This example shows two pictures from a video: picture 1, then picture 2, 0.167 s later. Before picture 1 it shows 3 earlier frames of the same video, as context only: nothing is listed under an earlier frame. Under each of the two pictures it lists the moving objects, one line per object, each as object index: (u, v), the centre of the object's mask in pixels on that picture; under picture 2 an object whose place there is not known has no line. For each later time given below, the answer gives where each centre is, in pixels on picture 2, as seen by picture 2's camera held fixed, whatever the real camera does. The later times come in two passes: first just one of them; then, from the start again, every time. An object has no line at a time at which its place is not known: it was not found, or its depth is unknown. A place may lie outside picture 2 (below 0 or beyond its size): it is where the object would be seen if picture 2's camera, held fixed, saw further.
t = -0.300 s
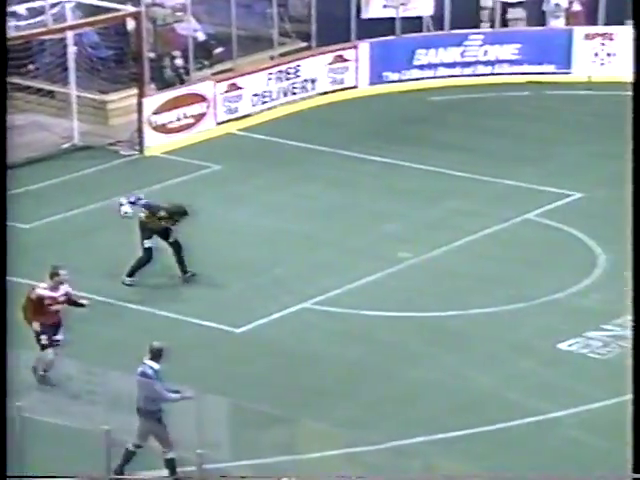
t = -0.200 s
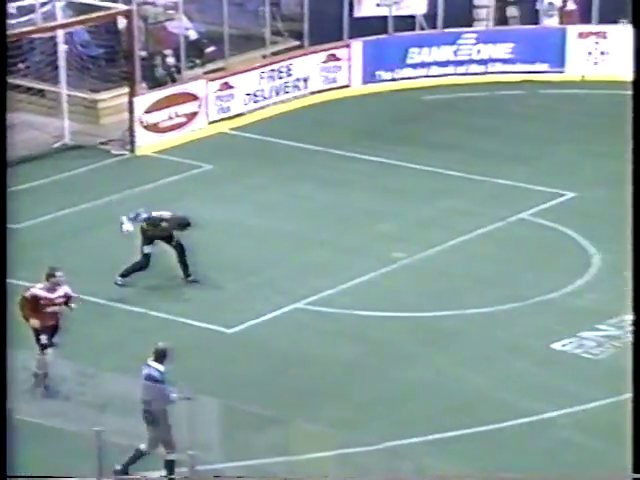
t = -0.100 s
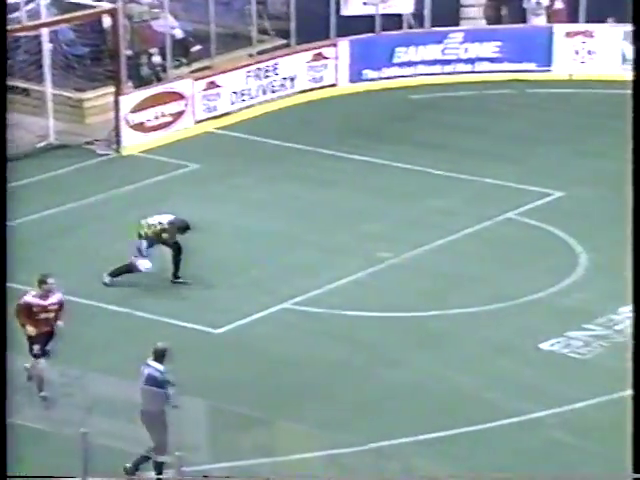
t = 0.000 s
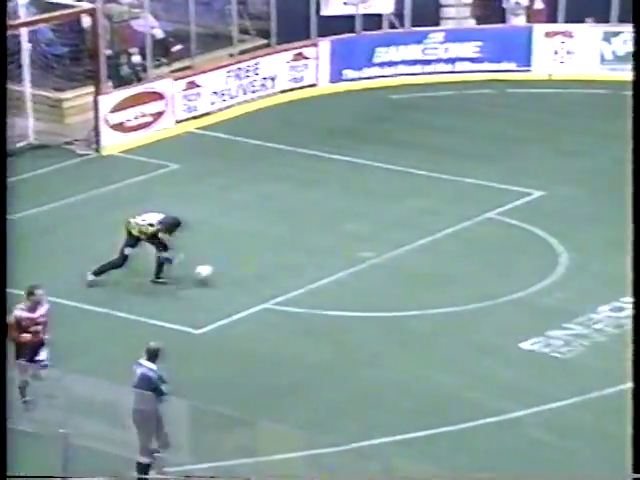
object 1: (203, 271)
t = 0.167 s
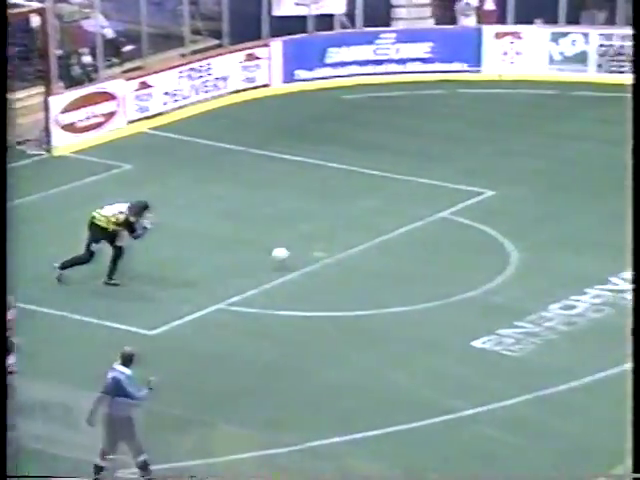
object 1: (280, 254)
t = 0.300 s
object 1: (370, 244)
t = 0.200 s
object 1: (304, 253)
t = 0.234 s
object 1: (328, 254)
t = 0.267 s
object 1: (348, 249)
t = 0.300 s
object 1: (370, 244)
